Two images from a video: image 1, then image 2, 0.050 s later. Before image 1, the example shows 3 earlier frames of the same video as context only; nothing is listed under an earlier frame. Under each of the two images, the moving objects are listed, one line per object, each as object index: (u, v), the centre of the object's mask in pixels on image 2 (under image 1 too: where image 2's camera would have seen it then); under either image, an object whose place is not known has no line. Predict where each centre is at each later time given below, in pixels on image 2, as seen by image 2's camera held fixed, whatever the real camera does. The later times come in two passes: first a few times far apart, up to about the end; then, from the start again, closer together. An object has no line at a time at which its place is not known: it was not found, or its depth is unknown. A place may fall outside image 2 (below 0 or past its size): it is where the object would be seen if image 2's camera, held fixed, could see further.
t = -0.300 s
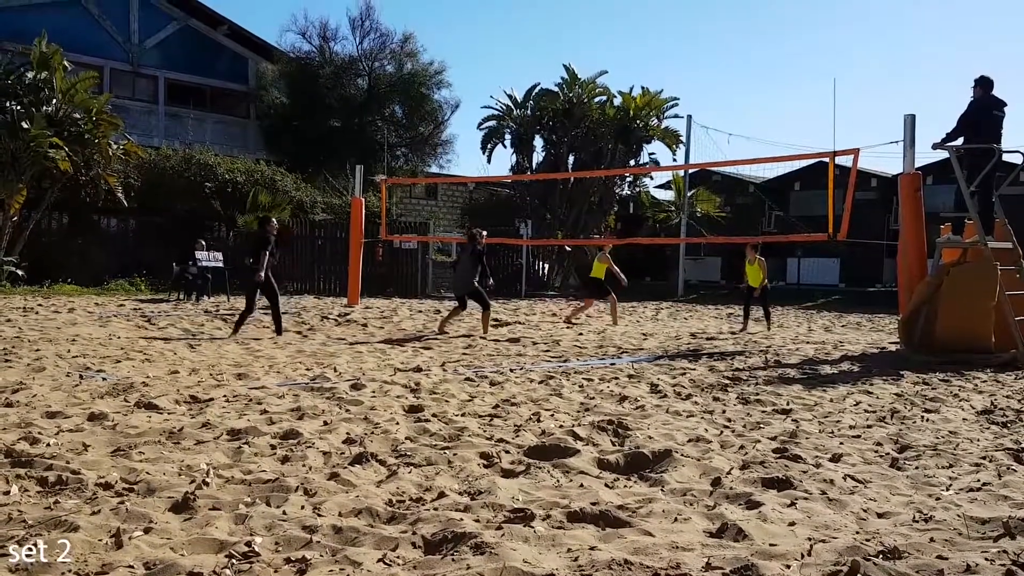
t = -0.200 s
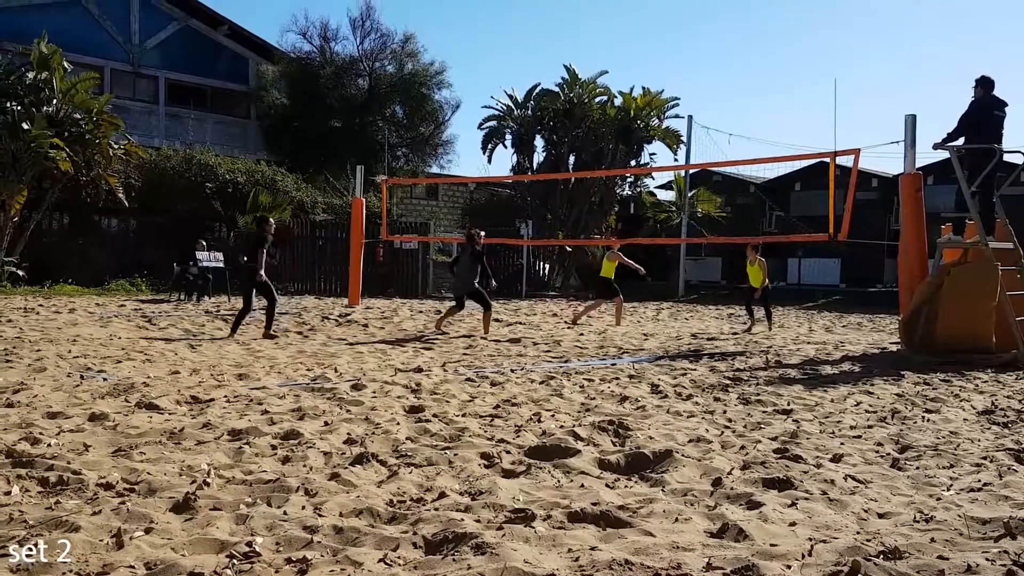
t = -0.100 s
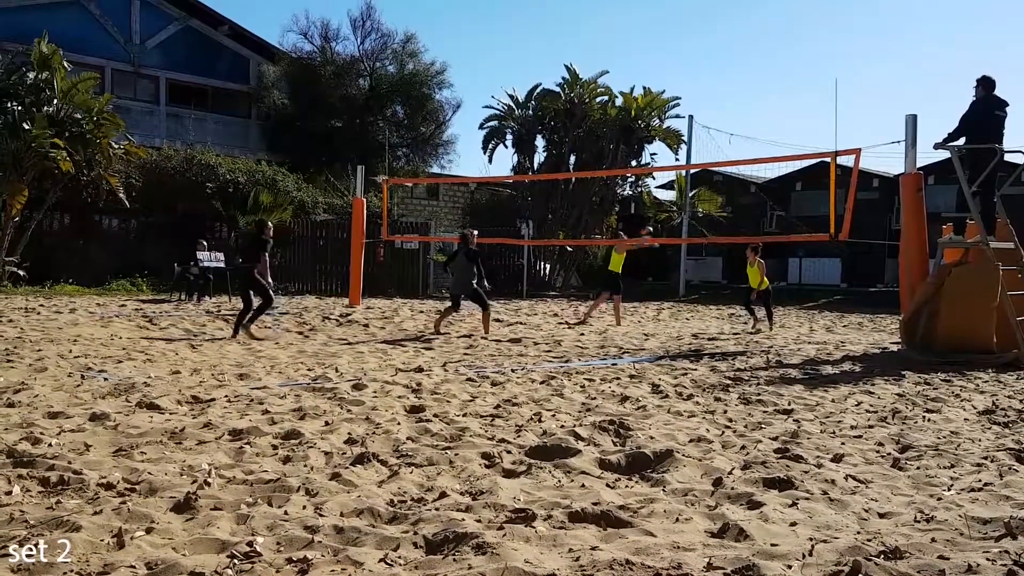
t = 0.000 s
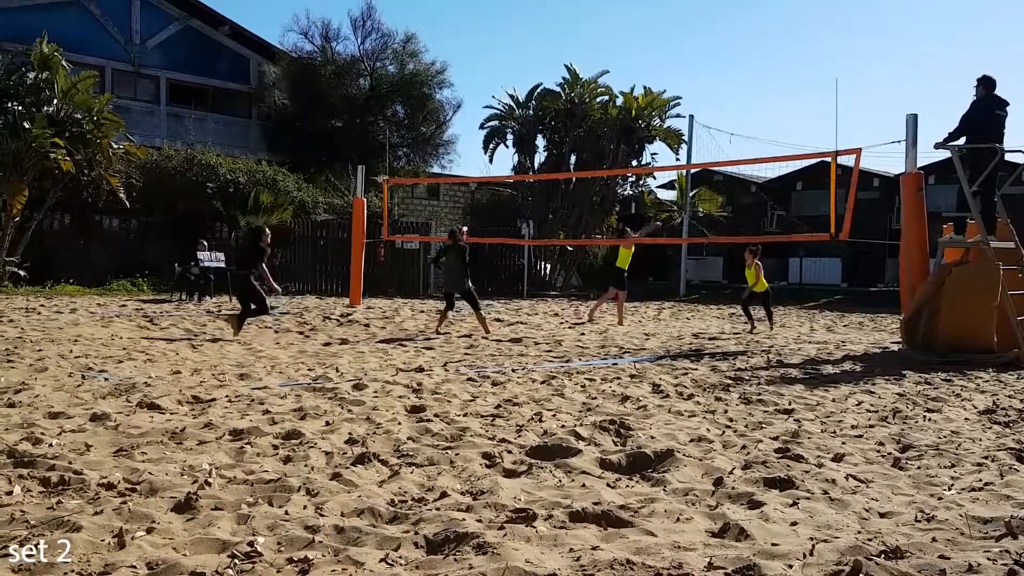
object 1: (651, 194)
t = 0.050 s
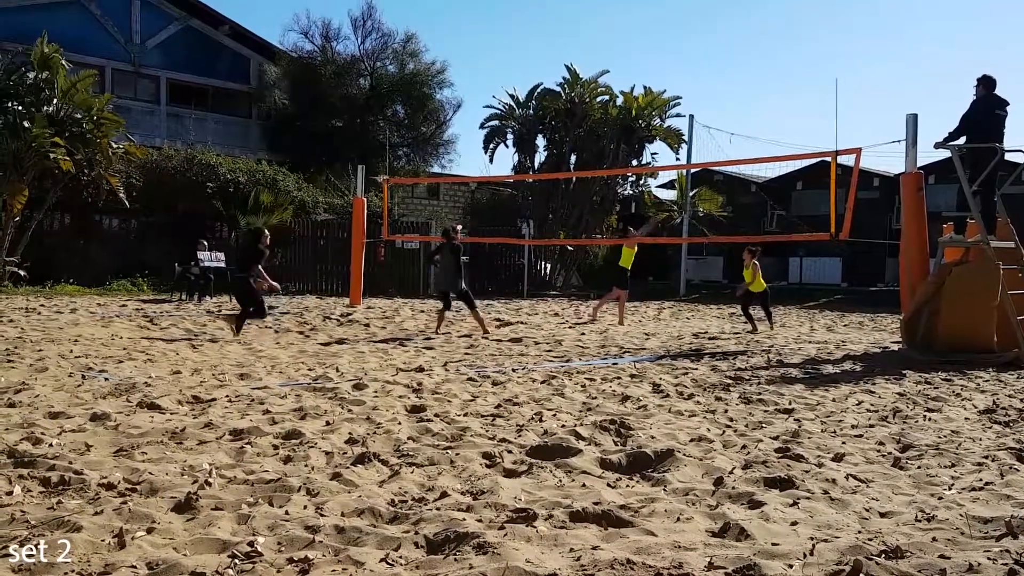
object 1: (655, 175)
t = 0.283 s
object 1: (661, 86)
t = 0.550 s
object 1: (668, 21)
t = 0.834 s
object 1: (671, 1)
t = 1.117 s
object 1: (670, 29)
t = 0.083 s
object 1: (654, 158)
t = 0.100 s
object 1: (655, 152)
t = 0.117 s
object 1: (656, 145)
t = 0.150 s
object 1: (660, 131)
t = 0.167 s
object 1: (659, 123)
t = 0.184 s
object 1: (660, 120)
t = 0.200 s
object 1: (660, 114)
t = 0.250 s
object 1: (661, 95)
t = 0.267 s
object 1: (661, 91)
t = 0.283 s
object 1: (661, 86)
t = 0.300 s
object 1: (662, 80)
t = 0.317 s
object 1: (662, 75)
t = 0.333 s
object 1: (663, 70)
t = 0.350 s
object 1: (663, 66)
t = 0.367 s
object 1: (664, 61)
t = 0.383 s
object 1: (665, 57)
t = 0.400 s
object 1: (665, 52)
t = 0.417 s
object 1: (665, 49)
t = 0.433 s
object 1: (666, 45)
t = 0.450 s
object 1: (666, 41)
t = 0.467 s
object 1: (666, 37)
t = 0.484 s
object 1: (667, 34)
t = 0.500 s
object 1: (667, 30)
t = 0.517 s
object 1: (667, 27)
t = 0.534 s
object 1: (668, 24)
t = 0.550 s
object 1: (668, 21)
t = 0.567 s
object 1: (668, 18)
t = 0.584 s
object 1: (668, 16)
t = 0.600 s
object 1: (669, 14)
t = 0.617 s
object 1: (669, 11)
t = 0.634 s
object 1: (669, 9)
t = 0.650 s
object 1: (670, 7)
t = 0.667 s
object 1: (670, 6)
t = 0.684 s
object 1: (670, 4)
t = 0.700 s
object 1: (670, 4)
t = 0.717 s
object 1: (670, 3)
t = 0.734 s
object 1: (671, 2)
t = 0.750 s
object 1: (671, 2)
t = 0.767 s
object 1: (671, 1)
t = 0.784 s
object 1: (671, 1)
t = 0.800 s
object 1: (671, 1)
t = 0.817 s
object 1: (671, 1)
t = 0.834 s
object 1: (671, 1)
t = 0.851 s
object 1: (671, 1)
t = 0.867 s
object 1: (671, 1)
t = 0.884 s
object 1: (671, 2)
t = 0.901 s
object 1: (671, 2)
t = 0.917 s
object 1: (671, 3)
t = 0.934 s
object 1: (671, 4)
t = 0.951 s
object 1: (671, 5)
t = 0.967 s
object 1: (671, 6)
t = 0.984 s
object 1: (671, 8)
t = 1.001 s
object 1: (671, 10)
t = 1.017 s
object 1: (671, 12)
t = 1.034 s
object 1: (671, 14)
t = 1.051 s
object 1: (671, 17)
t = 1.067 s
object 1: (671, 20)
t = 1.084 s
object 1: (671, 22)
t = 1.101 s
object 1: (670, 26)
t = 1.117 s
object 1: (670, 29)
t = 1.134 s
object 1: (670, 32)
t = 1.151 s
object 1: (670, 36)
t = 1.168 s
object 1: (670, 40)
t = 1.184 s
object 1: (670, 43)
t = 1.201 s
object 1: (669, 48)
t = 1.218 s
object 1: (669, 52)
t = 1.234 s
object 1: (669, 57)
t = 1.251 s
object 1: (669, 61)
